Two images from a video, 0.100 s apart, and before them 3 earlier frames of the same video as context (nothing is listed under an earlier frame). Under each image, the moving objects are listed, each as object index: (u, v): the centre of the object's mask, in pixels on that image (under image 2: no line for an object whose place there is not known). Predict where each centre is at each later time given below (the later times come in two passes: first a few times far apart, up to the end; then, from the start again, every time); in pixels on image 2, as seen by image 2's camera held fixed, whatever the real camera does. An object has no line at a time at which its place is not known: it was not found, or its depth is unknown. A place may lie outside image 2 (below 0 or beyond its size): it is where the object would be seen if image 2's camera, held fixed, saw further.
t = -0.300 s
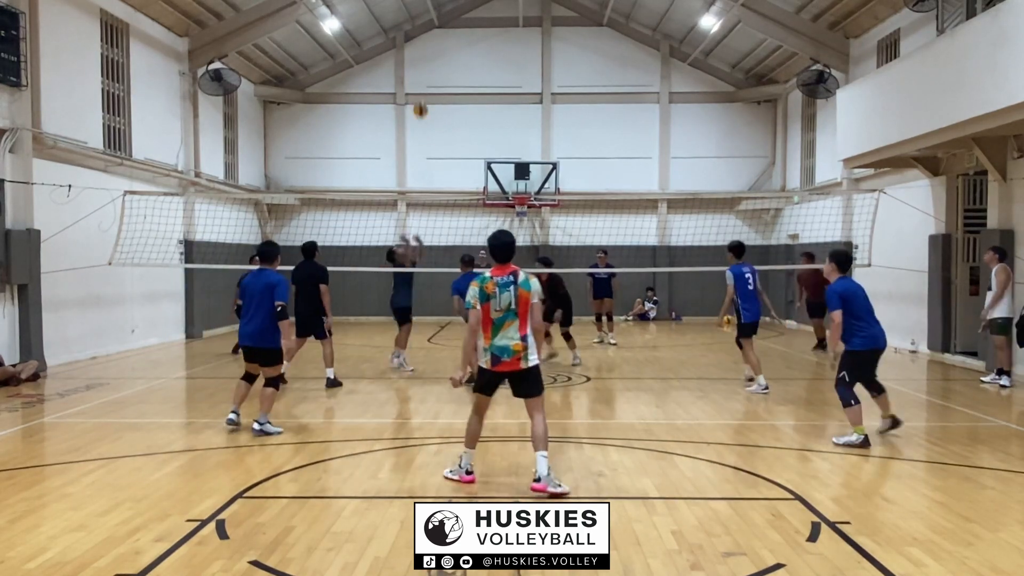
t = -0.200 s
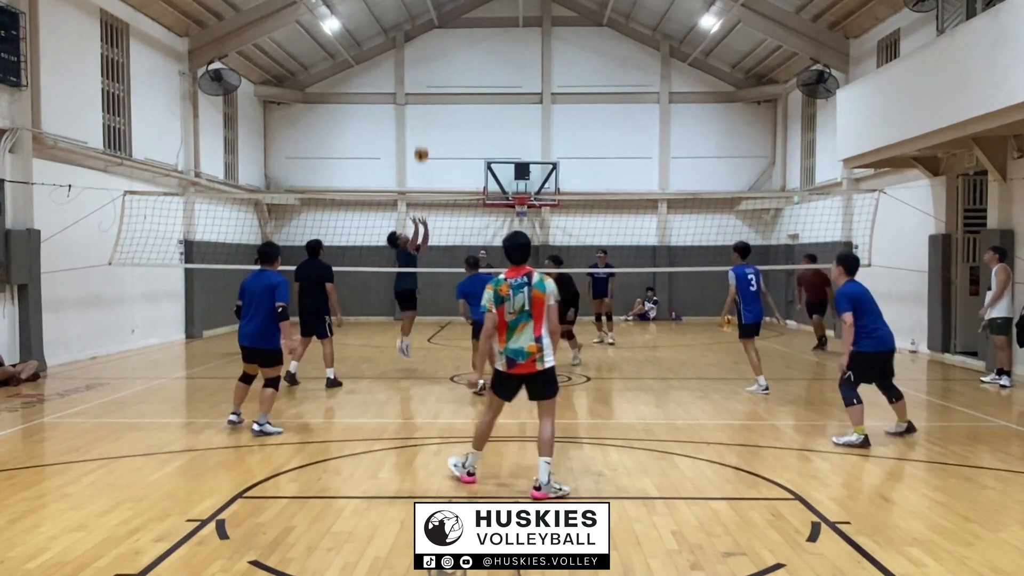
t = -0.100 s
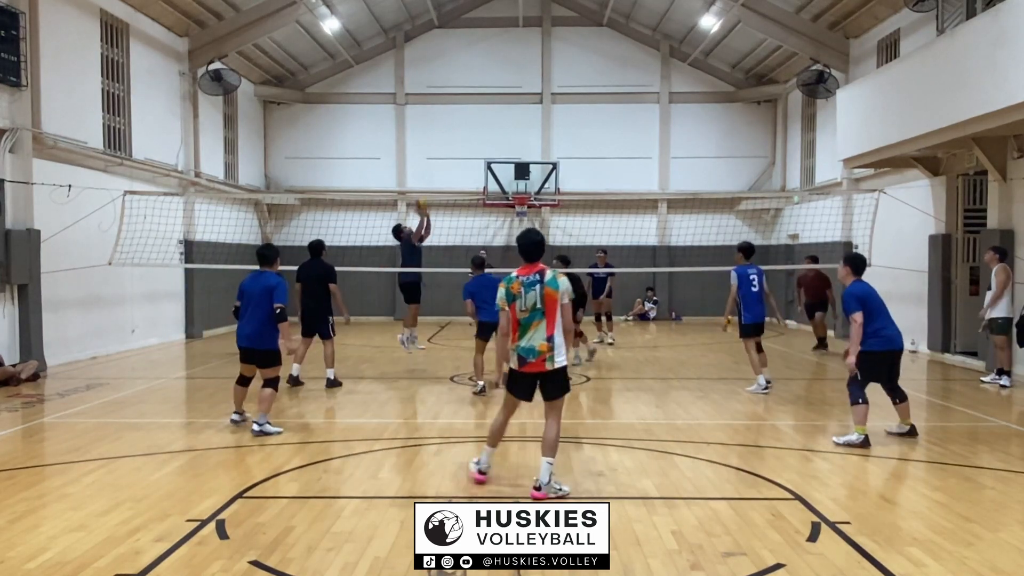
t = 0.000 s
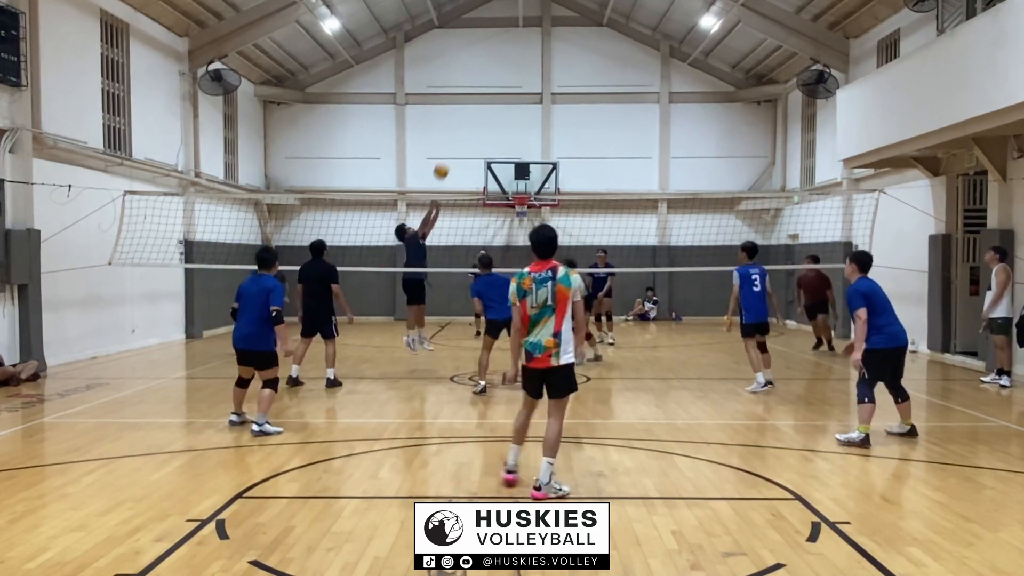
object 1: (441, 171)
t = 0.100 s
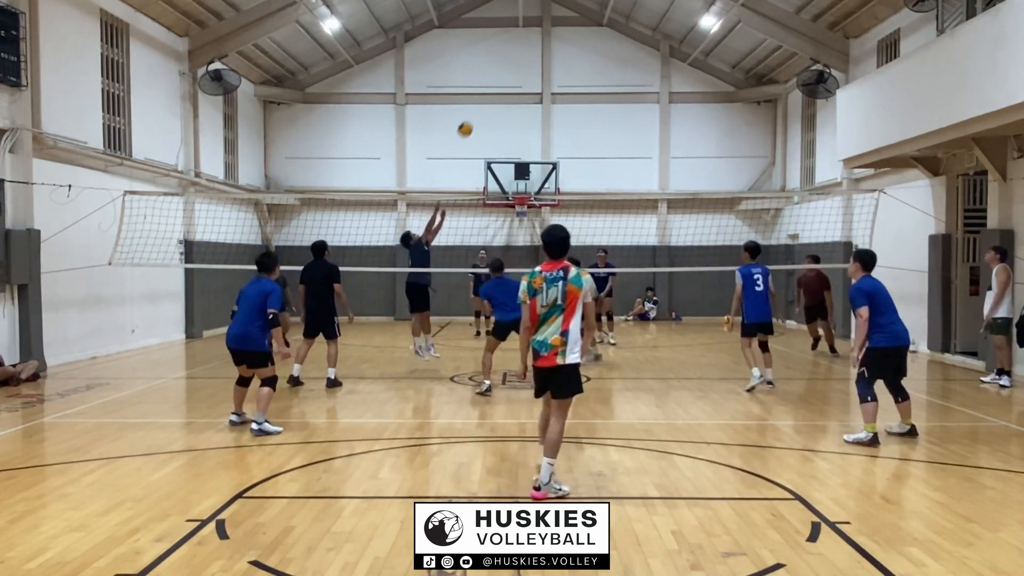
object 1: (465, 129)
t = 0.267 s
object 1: (506, 75)
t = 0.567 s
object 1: (579, 28)
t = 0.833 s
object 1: (644, 42)
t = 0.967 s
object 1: (676, 71)
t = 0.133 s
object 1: (473, 117)
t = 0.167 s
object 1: (481, 106)
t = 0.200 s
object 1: (489, 95)
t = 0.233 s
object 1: (498, 84)
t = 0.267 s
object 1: (506, 75)
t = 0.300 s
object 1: (514, 66)
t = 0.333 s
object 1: (522, 59)
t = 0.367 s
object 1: (530, 51)
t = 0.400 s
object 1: (537, 46)
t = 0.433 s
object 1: (546, 40)
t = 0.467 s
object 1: (554, 36)
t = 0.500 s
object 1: (562, 33)
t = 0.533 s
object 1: (570, 30)
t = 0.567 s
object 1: (579, 28)
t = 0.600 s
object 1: (586, 26)
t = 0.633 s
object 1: (595, 26)
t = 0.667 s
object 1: (602, 26)
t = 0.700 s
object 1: (612, 28)
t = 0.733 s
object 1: (619, 30)
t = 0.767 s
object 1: (628, 33)
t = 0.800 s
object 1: (636, 38)
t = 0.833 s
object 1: (644, 42)
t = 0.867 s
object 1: (652, 48)
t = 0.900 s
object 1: (661, 56)
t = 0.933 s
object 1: (668, 62)
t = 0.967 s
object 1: (676, 71)
